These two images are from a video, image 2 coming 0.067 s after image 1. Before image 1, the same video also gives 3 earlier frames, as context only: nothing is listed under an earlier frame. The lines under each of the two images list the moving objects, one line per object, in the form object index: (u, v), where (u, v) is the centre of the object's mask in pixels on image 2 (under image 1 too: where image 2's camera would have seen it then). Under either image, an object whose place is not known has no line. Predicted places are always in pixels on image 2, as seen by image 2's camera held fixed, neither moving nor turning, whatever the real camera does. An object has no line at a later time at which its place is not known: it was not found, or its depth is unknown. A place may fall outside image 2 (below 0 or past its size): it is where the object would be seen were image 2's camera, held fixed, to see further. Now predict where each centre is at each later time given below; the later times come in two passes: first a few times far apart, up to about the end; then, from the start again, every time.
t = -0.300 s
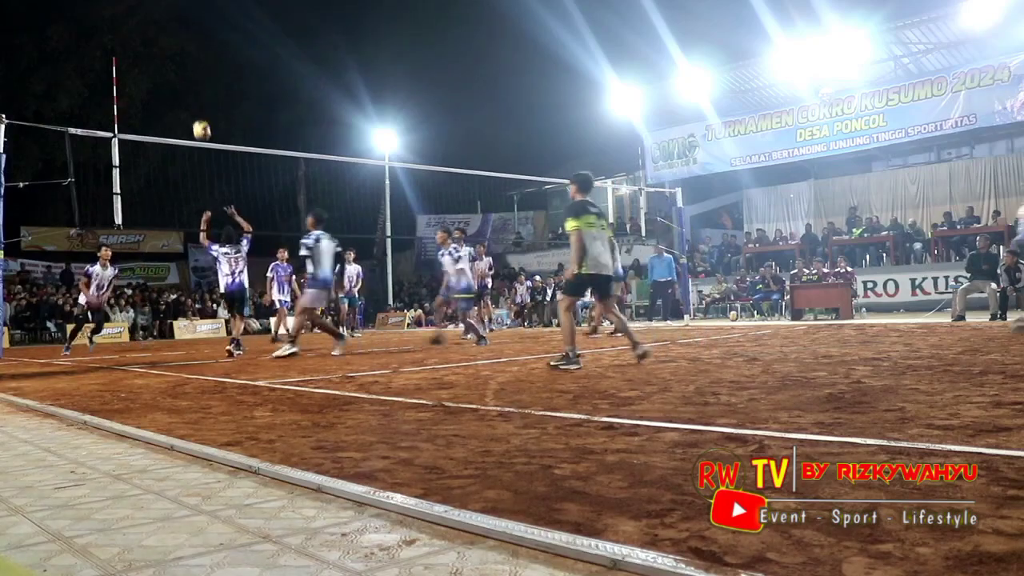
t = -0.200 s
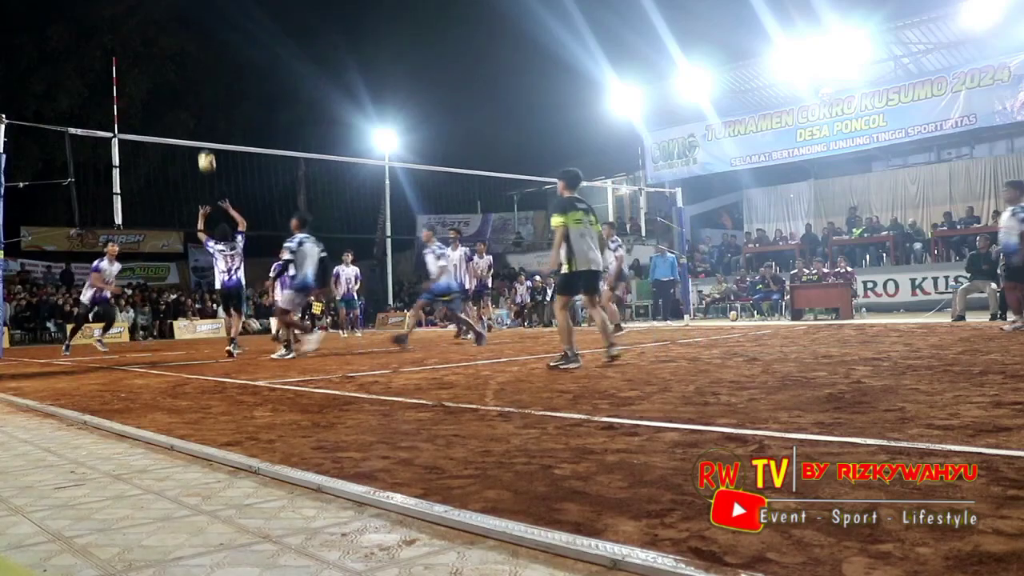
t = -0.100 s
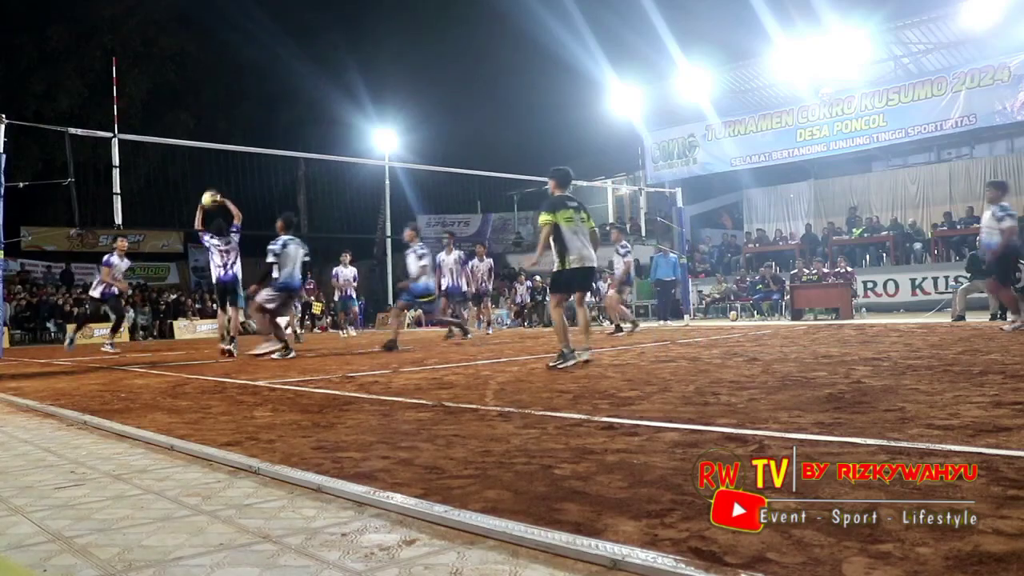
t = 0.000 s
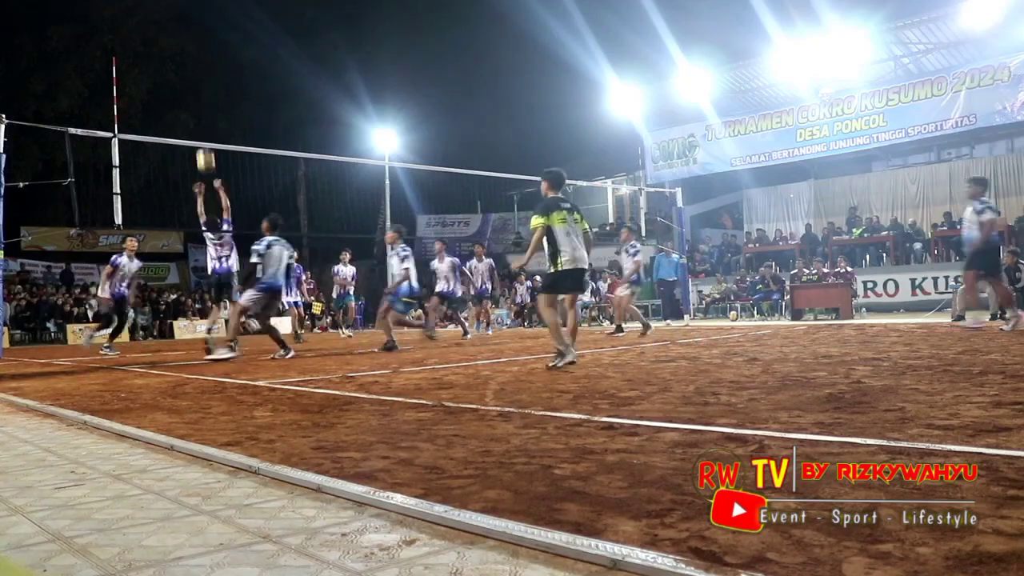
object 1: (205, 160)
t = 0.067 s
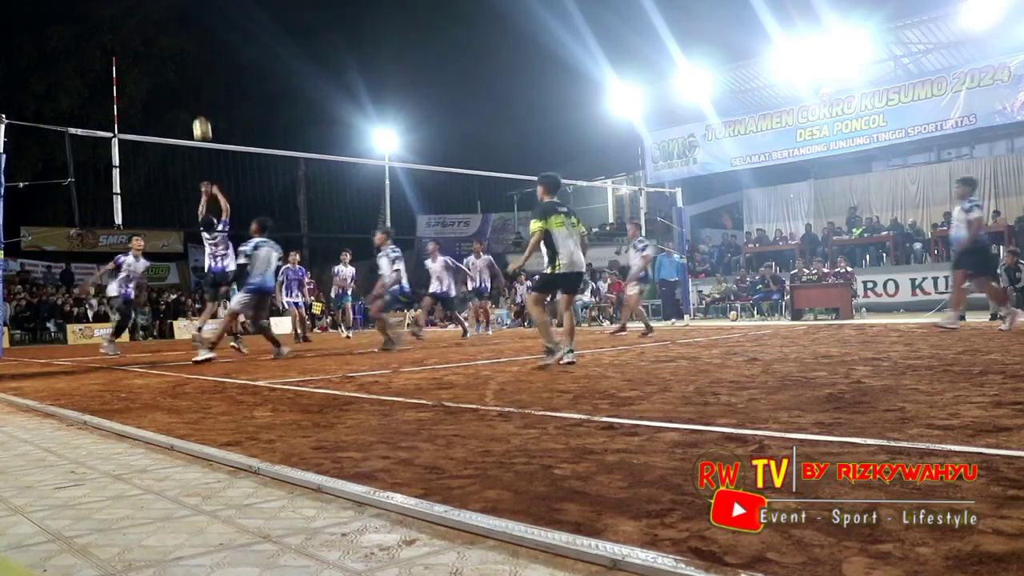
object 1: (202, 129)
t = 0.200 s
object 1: (195, 79)
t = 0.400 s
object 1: (186, 30)
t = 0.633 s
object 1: (175, 11)
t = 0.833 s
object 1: (165, 31)
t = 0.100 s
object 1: (200, 116)
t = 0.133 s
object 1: (198, 103)
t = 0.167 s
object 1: (197, 91)
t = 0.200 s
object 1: (195, 79)
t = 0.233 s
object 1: (193, 69)
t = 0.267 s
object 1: (192, 60)
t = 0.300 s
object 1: (190, 51)
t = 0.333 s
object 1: (189, 43)
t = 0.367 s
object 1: (187, 36)
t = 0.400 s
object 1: (186, 30)
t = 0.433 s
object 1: (184, 24)
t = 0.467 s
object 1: (183, 20)
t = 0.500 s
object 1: (181, 17)
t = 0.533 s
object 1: (180, 14)
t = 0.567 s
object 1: (178, 12)
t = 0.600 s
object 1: (177, 11)
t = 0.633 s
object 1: (175, 11)
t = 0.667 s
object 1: (173, 12)
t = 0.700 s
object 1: (172, 14)
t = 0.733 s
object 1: (170, 17)
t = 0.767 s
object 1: (169, 20)
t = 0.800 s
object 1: (167, 25)
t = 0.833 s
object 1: (165, 31)
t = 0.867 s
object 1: (164, 37)
